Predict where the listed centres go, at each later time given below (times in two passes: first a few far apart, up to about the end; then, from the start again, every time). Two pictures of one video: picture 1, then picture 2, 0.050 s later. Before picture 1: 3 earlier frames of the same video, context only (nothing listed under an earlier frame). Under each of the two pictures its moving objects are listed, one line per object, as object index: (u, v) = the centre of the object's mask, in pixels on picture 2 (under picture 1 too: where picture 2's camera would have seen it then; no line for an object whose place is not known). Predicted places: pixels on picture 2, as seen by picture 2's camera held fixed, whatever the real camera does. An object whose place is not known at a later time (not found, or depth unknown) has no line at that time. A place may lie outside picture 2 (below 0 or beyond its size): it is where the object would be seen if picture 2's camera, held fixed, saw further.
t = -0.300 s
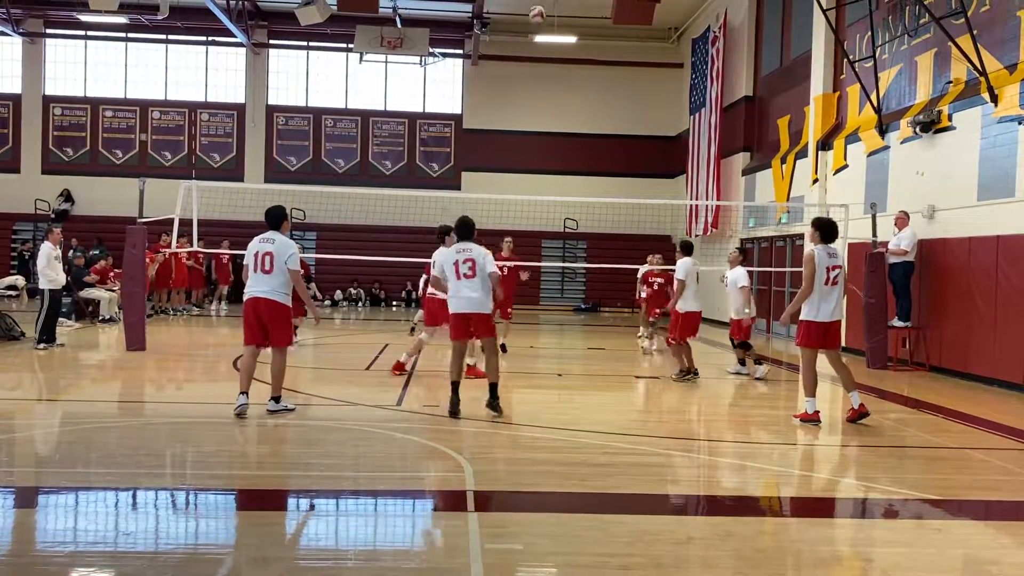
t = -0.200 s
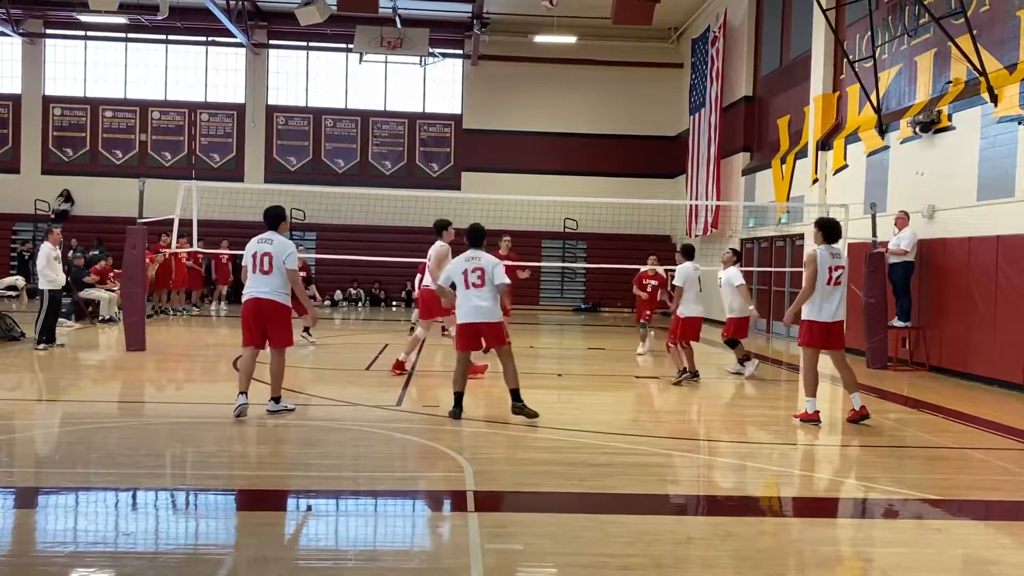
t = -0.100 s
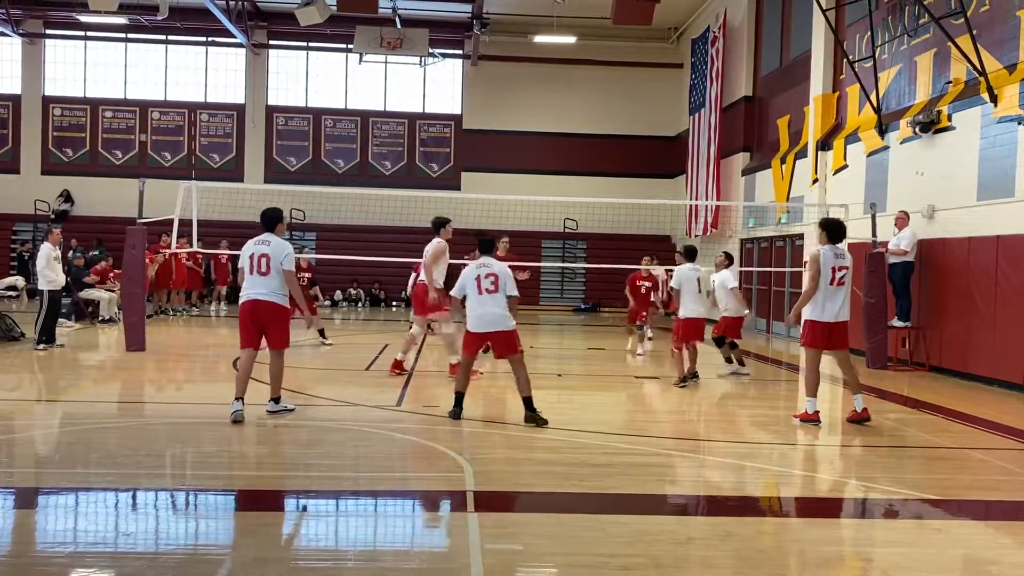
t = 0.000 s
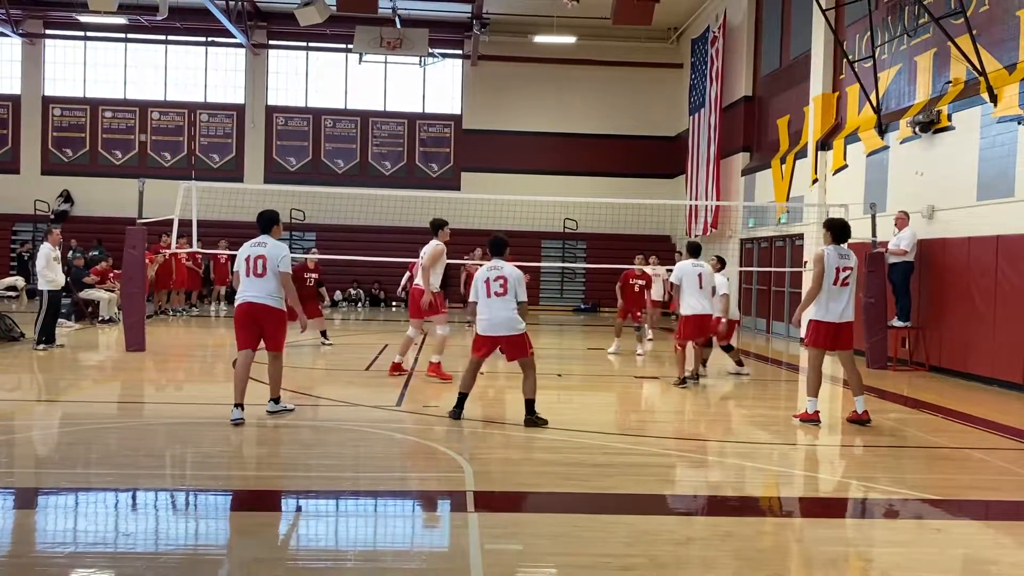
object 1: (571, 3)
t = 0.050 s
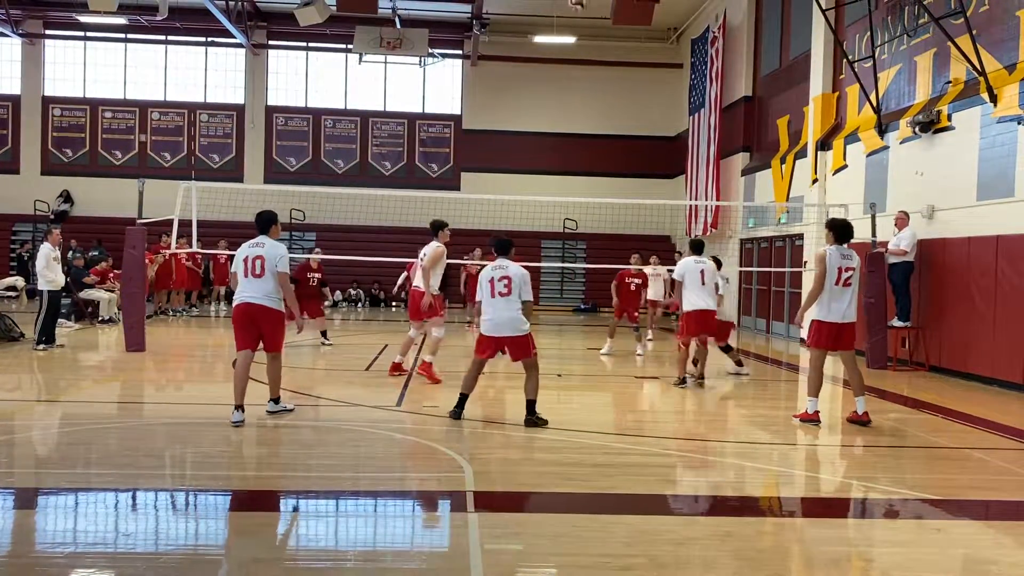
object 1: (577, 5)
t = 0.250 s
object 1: (598, 38)
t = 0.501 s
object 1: (621, 124)
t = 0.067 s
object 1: (579, 6)
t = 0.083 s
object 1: (580, 7)
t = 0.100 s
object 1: (583, 9)
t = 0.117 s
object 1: (585, 10)
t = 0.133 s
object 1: (586, 14)
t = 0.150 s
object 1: (588, 16)
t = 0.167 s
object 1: (589, 19)
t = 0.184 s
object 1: (590, 23)
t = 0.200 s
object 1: (593, 27)
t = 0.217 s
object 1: (594, 30)
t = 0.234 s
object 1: (596, 34)
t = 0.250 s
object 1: (598, 38)
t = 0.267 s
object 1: (599, 42)
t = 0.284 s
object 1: (601, 47)
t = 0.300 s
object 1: (602, 52)
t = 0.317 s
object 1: (604, 57)
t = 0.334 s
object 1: (606, 62)
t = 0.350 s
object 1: (607, 67)
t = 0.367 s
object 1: (609, 73)
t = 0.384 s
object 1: (610, 79)
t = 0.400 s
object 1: (612, 85)
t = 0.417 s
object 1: (613, 91)
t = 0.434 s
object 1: (615, 97)
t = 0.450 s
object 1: (617, 104)
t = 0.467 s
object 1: (618, 111)
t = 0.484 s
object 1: (620, 117)
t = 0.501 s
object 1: (621, 124)
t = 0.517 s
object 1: (623, 133)
